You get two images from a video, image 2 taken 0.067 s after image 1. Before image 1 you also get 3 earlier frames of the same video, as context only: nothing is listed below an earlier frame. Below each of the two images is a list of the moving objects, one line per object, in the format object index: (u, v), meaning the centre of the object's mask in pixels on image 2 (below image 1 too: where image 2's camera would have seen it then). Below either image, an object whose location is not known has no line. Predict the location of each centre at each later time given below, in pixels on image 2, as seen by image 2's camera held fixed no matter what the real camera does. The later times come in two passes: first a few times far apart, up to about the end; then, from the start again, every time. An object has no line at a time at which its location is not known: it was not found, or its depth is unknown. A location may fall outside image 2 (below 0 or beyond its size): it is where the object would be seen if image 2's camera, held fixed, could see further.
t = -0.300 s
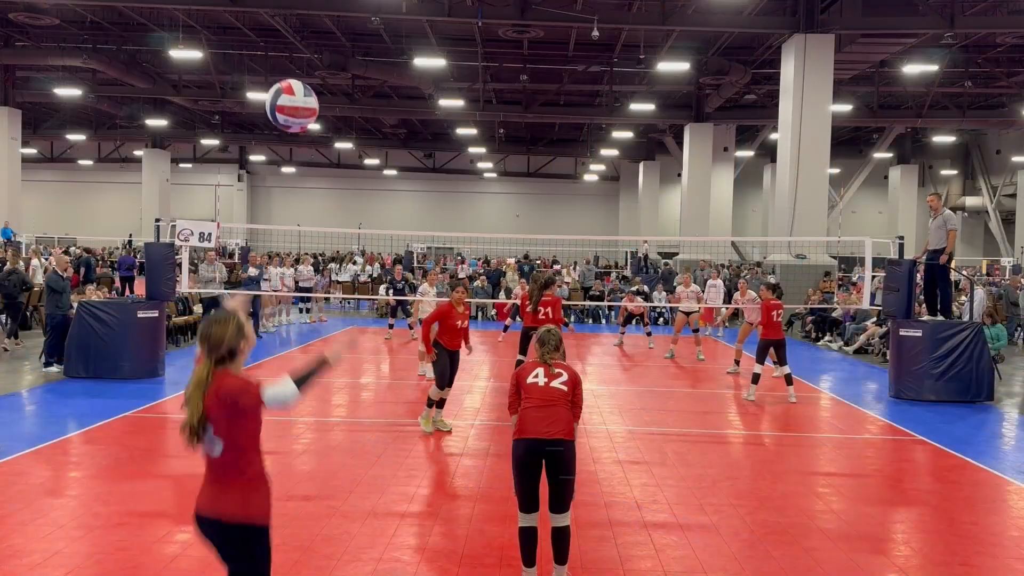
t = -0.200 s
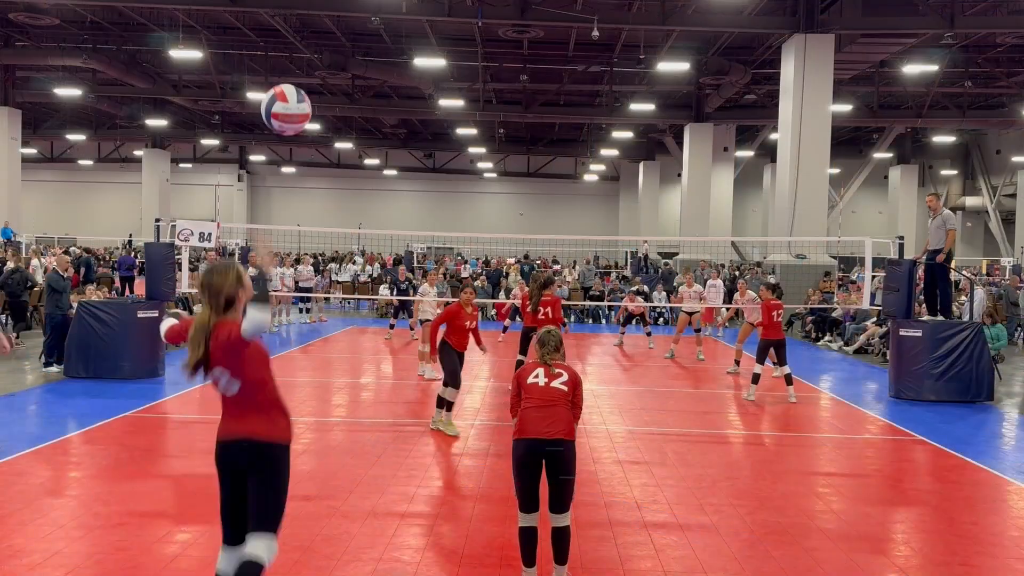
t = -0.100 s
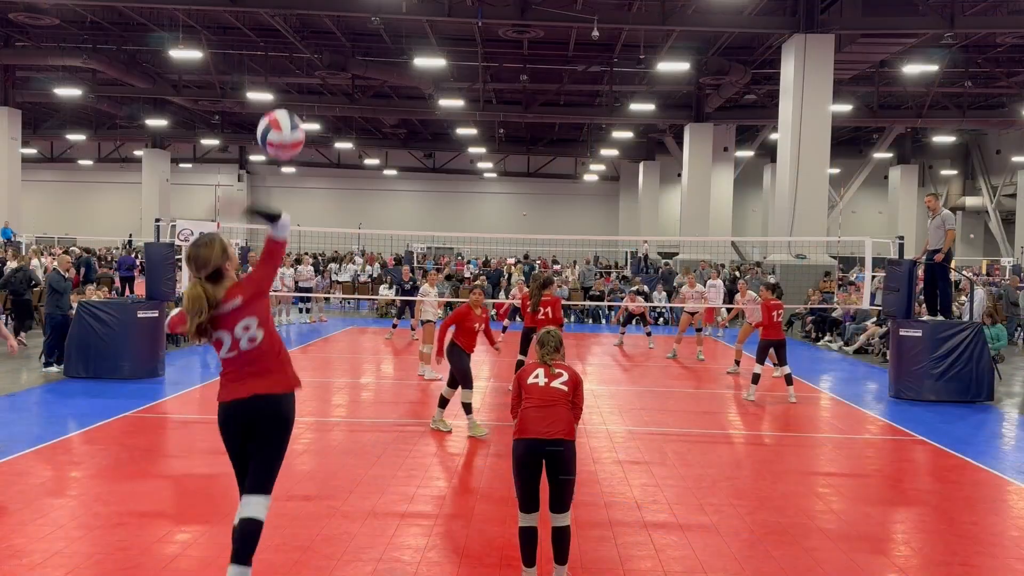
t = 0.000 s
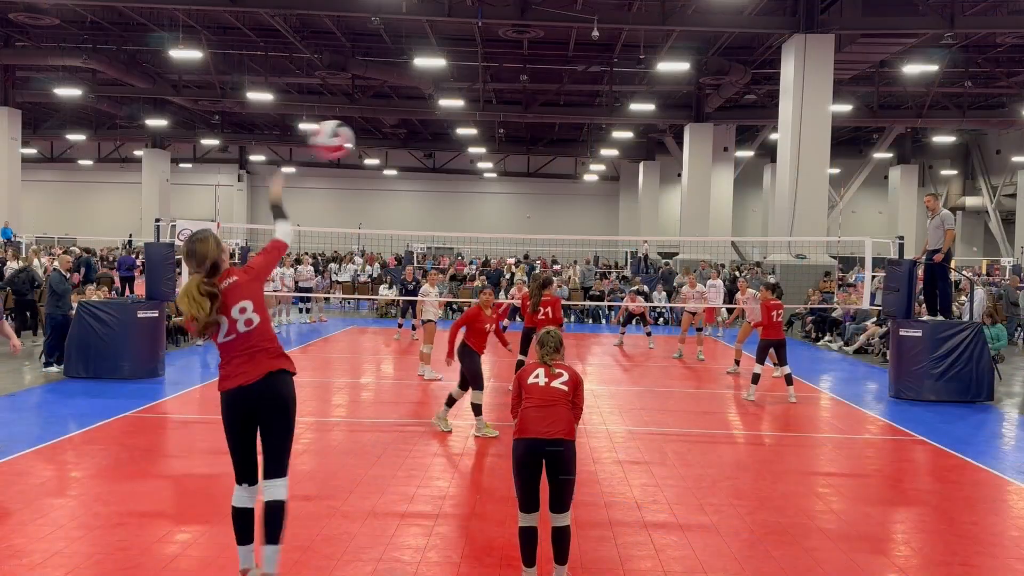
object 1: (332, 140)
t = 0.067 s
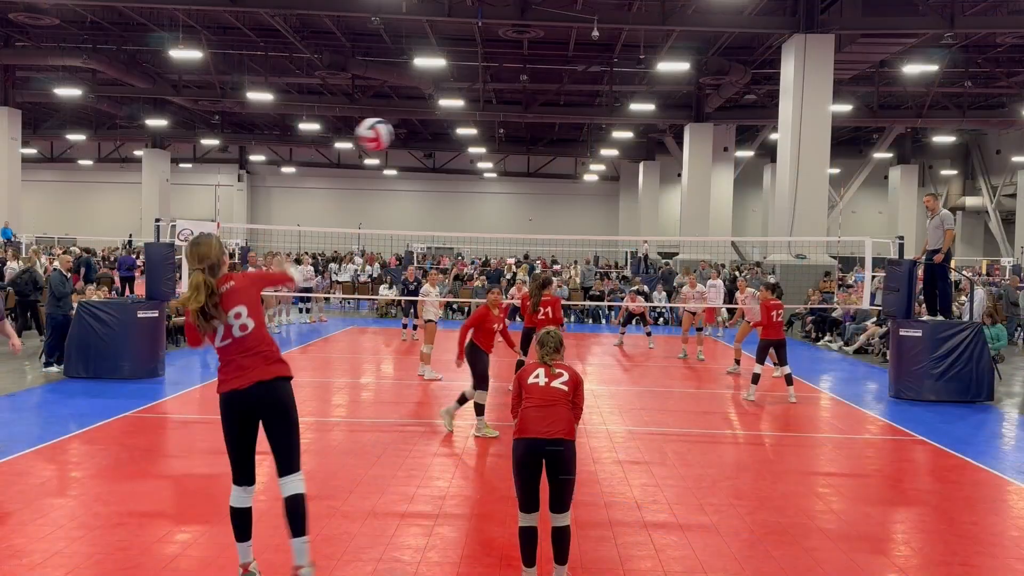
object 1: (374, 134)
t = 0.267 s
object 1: (447, 145)
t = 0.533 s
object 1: (486, 193)
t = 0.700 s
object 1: (499, 227)
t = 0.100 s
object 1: (392, 133)
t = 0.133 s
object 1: (406, 134)
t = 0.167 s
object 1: (419, 135)
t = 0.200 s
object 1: (430, 138)
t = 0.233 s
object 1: (439, 141)
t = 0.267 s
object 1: (447, 145)
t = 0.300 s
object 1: (454, 149)
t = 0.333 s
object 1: (460, 154)
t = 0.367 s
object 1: (465, 160)
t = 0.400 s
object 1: (469, 166)
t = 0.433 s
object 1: (474, 172)
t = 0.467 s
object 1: (478, 179)
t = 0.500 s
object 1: (482, 185)
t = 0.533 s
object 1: (486, 193)
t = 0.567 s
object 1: (489, 199)
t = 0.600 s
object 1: (492, 206)
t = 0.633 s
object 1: (494, 213)
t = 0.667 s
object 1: (497, 220)
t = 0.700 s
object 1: (499, 227)
